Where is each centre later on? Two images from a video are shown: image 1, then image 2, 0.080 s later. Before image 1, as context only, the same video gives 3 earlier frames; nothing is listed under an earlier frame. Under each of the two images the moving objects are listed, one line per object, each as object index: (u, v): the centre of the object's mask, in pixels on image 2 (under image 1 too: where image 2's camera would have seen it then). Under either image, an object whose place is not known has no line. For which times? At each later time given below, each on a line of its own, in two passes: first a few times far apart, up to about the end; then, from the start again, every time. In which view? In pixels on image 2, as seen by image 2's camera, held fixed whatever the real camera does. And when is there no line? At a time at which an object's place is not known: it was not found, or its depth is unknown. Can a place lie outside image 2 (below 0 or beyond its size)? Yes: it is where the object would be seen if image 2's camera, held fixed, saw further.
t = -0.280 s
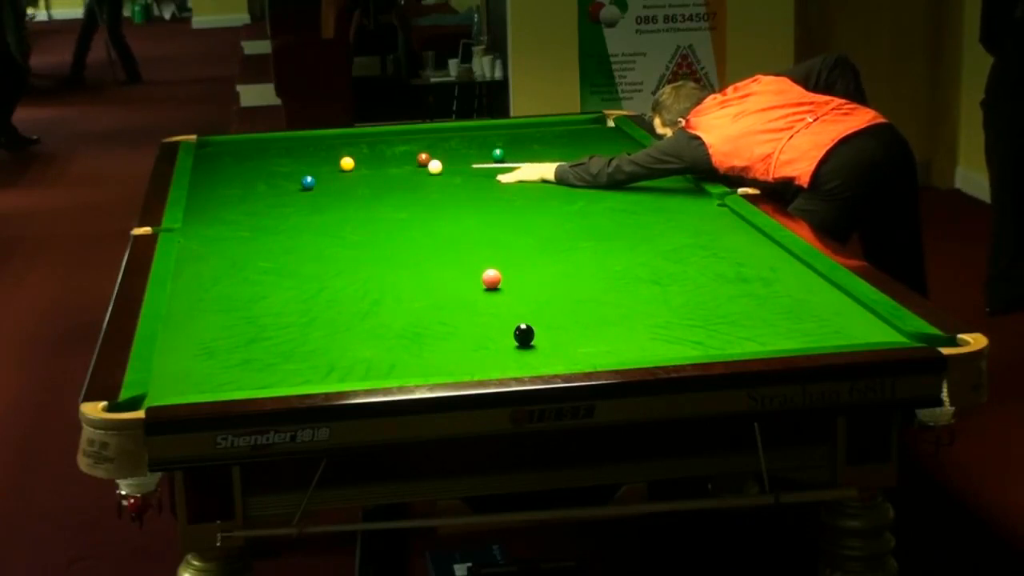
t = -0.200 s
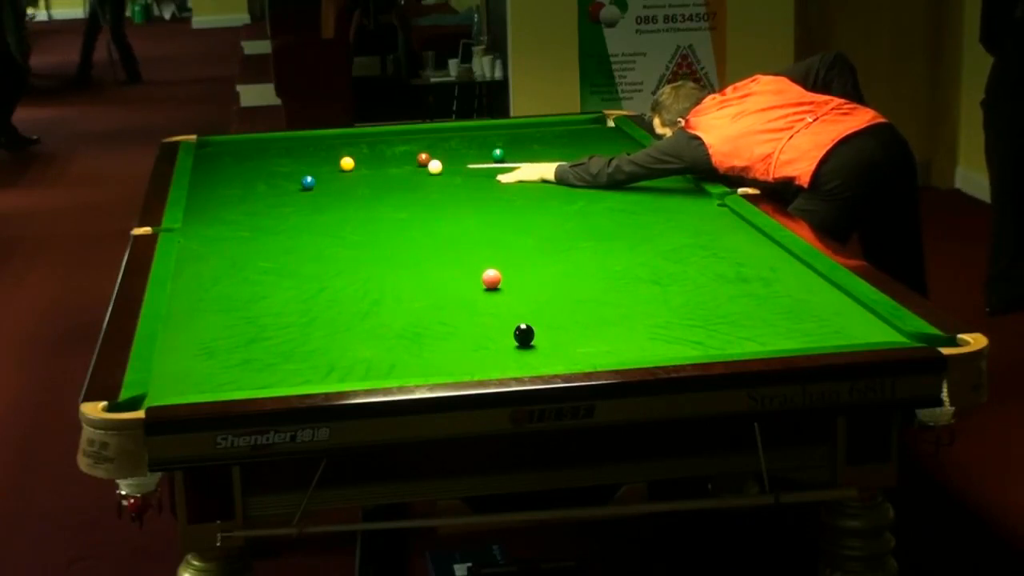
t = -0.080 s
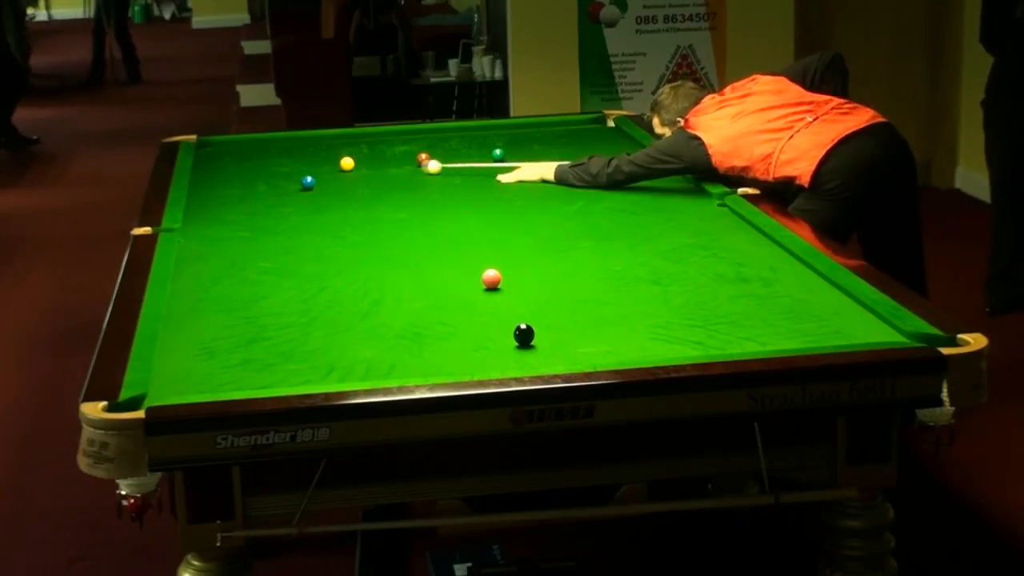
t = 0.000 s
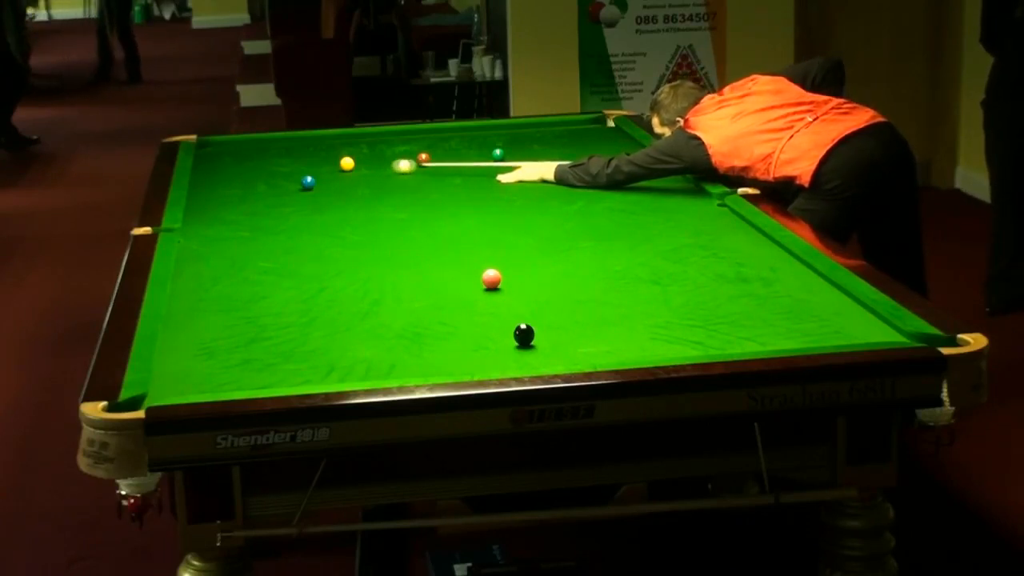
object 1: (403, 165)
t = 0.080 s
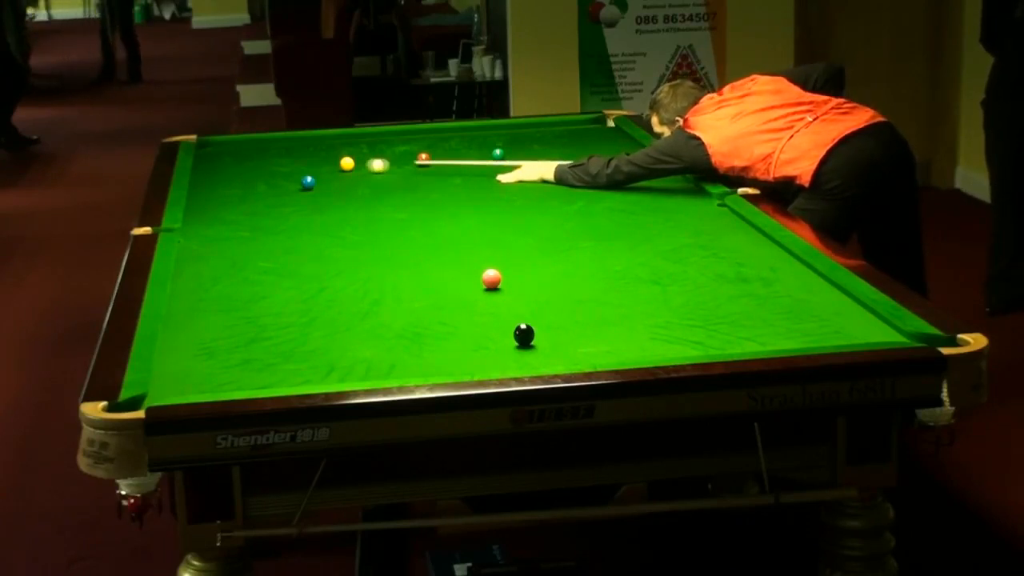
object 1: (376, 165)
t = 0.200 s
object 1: (350, 165)
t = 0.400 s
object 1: (318, 169)
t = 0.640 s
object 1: (280, 172)
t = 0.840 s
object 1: (249, 175)
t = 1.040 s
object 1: (219, 178)
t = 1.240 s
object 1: (200, 180)
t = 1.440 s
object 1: (220, 180)
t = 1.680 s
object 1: (242, 180)
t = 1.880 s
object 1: (260, 179)
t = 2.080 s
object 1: (276, 179)
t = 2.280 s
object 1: (292, 178)
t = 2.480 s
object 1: (304, 175)
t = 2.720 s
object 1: (322, 178)
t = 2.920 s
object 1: (334, 178)
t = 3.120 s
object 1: (345, 177)
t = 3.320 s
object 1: (355, 177)
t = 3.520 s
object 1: (364, 177)
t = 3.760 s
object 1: (373, 177)
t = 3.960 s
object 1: (380, 177)
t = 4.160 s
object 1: (385, 176)
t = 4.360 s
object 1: (390, 176)
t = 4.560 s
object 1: (393, 176)
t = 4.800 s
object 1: (396, 176)
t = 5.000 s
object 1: (398, 176)
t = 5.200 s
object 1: (399, 176)
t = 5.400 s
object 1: (399, 176)
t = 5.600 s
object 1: (399, 176)
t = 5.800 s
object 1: (399, 176)
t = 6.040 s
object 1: (399, 176)
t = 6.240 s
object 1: (399, 176)
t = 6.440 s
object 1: (399, 176)
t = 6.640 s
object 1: (399, 176)
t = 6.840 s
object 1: (399, 176)
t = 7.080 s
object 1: (399, 176)
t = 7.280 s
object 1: (399, 176)
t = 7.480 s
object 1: (399, 176)
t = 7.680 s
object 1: (399, 176)
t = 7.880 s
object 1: (399, 176)
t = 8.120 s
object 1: (399, 176)
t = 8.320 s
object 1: (399, 176)
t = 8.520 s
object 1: (399, 176)
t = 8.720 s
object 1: (399, 176)
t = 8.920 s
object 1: (399, 176)
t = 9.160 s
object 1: (399, 176)
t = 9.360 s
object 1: (399, 176)
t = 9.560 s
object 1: (399, 176)
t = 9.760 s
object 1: (399, 176)
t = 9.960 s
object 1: (399, 176)
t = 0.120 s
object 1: (363, 165)
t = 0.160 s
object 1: (356, 165)
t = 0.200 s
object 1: (350, 165)
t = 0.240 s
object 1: (344, 166)
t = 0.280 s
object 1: (338, 167)
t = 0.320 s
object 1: (331, 168)
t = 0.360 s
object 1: (325, 168)
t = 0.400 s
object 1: (318, 169)
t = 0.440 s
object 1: (312, 169)
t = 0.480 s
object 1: (305, 170)
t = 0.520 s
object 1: (299, 170)
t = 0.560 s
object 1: (292, 171)
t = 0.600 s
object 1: (286, 172)
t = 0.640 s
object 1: (280, 172)
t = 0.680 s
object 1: (273, 173)
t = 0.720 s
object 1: (267, 173)
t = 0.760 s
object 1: (261, 174)
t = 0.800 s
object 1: (255, 175)
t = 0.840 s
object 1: (249, 175)
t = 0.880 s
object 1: (243, 176)
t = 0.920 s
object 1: (237, 176)
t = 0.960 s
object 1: (231, 177)
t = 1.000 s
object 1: (224, 177)
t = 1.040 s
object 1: (219, 178)
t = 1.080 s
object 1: (213, 179)
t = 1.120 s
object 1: (207, 179)
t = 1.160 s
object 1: (201, 180)
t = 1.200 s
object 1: (197, 180)
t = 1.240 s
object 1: (200, 180)
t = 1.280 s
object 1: (205, 180)
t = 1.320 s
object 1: (209, 180)
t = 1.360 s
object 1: (212, 180)
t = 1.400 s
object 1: (216, 180)
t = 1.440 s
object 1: (220, 180)
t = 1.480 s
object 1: (224, 180)
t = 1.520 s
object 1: (228, 180)
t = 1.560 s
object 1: (231, 180)
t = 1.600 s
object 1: (235, 180)
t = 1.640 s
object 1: (239, 180)
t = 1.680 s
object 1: (242, 180)
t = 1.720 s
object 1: (246, 179)
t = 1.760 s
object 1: (249, 179)
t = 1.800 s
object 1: (253, 179)
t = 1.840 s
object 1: (256, 179)
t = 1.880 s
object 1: (260, 179)
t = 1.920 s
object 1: (263, 179)
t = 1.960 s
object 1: (267, 179)
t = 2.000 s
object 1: (270, 179)
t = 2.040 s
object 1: (273, 179)
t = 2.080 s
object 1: (276, 179)
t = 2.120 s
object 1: (279, 179)
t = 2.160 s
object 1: (282, 179)
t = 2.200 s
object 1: (286, 179)
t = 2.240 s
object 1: (289, 178)
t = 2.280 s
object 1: (292, 178)
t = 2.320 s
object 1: (294, 178)
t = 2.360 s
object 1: (296, 178)
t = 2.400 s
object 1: (298, 177)
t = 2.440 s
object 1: (301, 177)
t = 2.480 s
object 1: (304, 175)
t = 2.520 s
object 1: (309, 175)
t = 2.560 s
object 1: (314, 176)
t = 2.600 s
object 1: (316, 177)
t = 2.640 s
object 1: (318, 177)
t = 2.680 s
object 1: (320, 178)
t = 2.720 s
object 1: (322, 178)
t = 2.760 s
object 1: (324, 178)
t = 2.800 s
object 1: (327, 178)
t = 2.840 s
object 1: (329, 178)
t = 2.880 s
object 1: (331, 178)
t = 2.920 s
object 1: (334, 178)
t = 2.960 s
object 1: (336, 178)
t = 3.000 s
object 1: (338, 177)
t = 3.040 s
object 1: (340, 177)
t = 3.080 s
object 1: (343, 178)
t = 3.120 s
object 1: (345, 177)
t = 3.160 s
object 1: (347, 177)
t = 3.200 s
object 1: (349, 177)
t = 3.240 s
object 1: (351, 177)
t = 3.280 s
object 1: (353, 177)
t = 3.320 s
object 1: (355, 177)
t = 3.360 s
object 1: (357, 177)
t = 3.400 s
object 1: (359, 177)
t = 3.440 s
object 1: (360, 177)
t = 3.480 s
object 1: (362, 177)
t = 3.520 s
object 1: (364, 177)
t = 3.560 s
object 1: (365, 177)
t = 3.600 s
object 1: (367, 177)
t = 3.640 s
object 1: (369, 177)
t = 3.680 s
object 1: (370, 177)
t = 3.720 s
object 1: (372, 177)
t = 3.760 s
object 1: (373, 177)
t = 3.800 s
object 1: (374, 177)
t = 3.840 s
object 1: (376, 177)
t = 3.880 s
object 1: (377, 177)
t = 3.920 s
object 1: (378, 177)
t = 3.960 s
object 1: (380, 177)
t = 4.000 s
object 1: (381, 177)
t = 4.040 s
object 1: (382, 177)
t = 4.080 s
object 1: (383, 177)
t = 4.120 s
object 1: (384, 177)
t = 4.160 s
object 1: (385, 176)
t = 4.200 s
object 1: (386, 176)
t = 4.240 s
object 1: (387, 176)
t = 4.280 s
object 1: (388, 176)
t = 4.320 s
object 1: (389, 176)
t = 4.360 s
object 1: (390, 176)
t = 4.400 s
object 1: (391, 176)
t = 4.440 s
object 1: (391, 176)
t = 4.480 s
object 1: (392, 176)
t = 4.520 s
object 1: (393, 176)
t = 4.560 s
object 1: (393, 176)
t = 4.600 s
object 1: (394, 176)
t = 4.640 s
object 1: (394, 176)
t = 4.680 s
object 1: (395, 176)
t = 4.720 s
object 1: (395, 176)
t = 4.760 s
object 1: (396, 176)
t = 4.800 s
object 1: (396, 176)
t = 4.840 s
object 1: (397, 176)
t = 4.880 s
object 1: (397, 176)
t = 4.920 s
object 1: (397, 176)
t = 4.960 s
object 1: (398, 176)
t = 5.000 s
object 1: (398, 176)
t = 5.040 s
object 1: (398, 176)
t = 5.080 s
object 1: (398, 176)
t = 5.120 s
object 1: (398, 176)
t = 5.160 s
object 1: (398, 176)
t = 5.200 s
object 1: (399, 176)
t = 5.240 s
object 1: (399, 176)
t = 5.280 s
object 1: (399, 176)
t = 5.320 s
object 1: (399, 176)
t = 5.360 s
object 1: (399, 176)
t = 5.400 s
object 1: (399, 176)
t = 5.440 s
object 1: (399, 176)
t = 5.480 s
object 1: (399, 176)
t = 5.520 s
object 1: (399, 176)
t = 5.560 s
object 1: (399, 176)
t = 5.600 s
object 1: (399, 176)
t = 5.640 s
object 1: (399, 176)
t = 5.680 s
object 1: (399, 176)
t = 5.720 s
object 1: (399, 176)
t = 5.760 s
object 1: (399, 176)
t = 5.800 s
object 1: (399, 176)
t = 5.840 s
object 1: (399, 176)
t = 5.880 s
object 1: (399, 176)
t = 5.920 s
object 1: (399, 176)
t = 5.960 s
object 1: (399, 176)
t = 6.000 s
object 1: (399, 176)
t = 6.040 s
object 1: (399, 176)
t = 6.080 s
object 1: (399, 176)
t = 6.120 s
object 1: (399, 176)
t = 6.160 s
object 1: (399, 176)
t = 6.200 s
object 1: (399, 176)
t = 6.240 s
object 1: (399, 176)
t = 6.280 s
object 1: (399, 176)
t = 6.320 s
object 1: (399, 176)
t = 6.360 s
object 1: (399, 176)
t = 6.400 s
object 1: (399, 176)
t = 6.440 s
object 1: (399, 176)
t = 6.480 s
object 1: (399, 176)
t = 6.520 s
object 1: (399, 176)
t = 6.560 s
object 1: (399, 176)
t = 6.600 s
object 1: (399, 176)
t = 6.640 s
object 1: (399, 176)
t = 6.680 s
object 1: (399, 176)
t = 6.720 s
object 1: (399, 176)
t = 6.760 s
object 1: (399, 176)
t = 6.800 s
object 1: (399, 176)
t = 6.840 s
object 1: (399, 176)
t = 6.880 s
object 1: (399, 176)
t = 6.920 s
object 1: (399, 176)
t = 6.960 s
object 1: (399, 176)
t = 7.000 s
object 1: (399, 176)
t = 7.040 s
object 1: (399, 176)
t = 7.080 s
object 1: (399, 176)
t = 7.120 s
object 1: (399, 176)
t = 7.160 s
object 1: (399, 176)
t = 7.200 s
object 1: (399, 176)
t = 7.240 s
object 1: (399, 176)
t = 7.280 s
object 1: (399, 176)
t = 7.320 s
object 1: (399, 176)
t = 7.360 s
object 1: (399, 176)
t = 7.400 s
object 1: (399, 176)
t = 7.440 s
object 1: (399, 176)
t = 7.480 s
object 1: (399, 176)
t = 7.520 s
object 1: (399, 176)
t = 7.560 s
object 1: (399, 176)
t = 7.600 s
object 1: (399, 176)
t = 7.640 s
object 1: (399, 176)
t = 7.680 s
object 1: (399, 176)
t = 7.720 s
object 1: (399, 176)
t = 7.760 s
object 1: (399, 176)
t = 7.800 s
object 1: (399, 176)
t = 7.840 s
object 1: (399, 176)
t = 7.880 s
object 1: (399, 176)
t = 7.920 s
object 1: (399, 176)
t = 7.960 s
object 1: (399, 176)
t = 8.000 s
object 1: (399, 176)
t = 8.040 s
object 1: (399, 176)
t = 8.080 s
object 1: (399, 176)
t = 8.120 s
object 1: (399, 176)
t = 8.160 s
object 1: (399, 176)
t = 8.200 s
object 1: (399, 176)
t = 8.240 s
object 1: (399, 176)
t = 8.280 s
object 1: (399, 176)
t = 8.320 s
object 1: (399, 176)
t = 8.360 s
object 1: (399, 176)
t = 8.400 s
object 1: (399, 176)
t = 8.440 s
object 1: (399, 176)
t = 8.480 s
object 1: (399, 176)
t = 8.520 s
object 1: (399, 176)
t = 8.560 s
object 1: (399, 176)
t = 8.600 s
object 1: (399, 176)
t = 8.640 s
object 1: (399, 176)
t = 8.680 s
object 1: (399, 176)
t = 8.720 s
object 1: (399, 176)
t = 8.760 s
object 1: (399, 176)
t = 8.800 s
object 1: (399, 176)
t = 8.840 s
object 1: (399, 176)
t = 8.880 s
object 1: (399, 176)
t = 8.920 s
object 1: (399, 176)
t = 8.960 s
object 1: (399, 176)
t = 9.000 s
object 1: (399, 176)
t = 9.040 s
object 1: (399, 176)
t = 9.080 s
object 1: (399, 176)
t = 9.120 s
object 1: (399, 176)
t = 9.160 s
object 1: (399, 176)
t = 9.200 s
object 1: (399, 176)
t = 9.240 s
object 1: (399, 176)
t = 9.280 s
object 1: (399, 176)
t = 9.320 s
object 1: (399, 176)
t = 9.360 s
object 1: (399, 176)
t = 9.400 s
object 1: (399, 176)
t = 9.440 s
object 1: (399, 176)
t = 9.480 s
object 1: (399, 176)
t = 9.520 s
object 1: (399, 176)
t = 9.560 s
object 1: (399, 176)
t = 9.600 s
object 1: (399, 176)
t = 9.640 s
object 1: (399, 176)
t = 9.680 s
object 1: (399, 176)
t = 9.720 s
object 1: (399, 176)
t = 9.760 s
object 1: (399, 176)
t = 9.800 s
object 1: (399, 176)
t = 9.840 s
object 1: (399, 176)
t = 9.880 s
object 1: (399, 176)
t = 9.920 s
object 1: (399, 176)
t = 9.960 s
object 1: (399, 176)
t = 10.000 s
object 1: (399, 176)
